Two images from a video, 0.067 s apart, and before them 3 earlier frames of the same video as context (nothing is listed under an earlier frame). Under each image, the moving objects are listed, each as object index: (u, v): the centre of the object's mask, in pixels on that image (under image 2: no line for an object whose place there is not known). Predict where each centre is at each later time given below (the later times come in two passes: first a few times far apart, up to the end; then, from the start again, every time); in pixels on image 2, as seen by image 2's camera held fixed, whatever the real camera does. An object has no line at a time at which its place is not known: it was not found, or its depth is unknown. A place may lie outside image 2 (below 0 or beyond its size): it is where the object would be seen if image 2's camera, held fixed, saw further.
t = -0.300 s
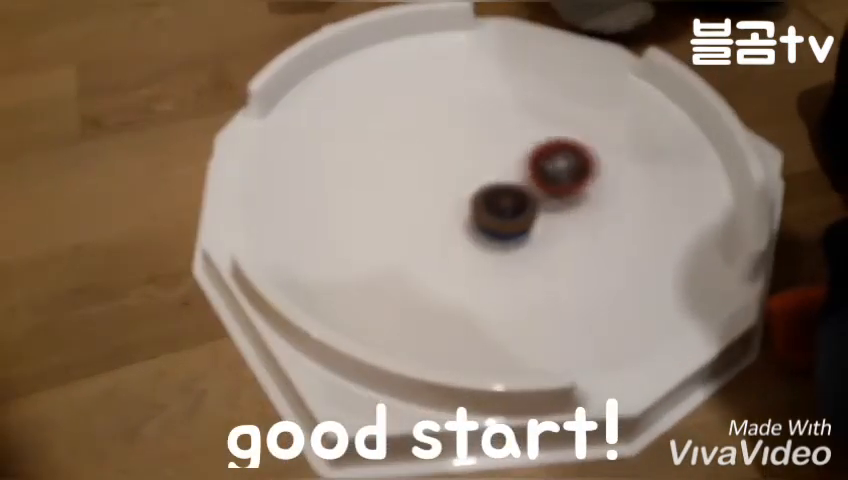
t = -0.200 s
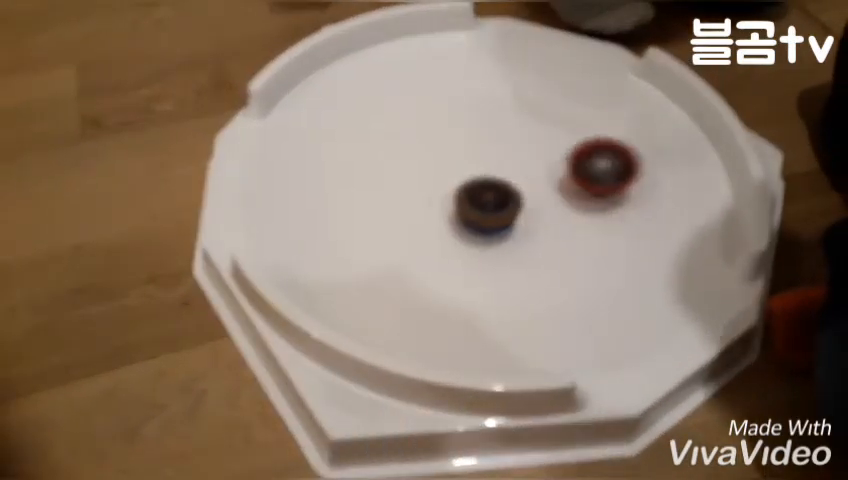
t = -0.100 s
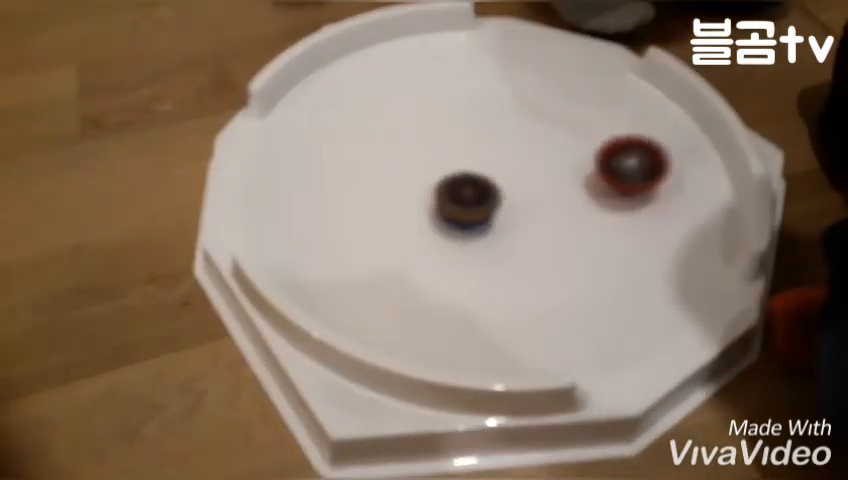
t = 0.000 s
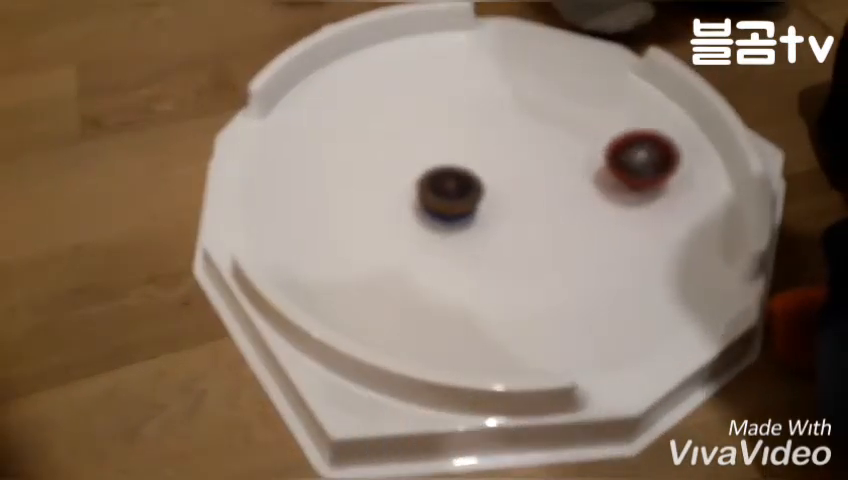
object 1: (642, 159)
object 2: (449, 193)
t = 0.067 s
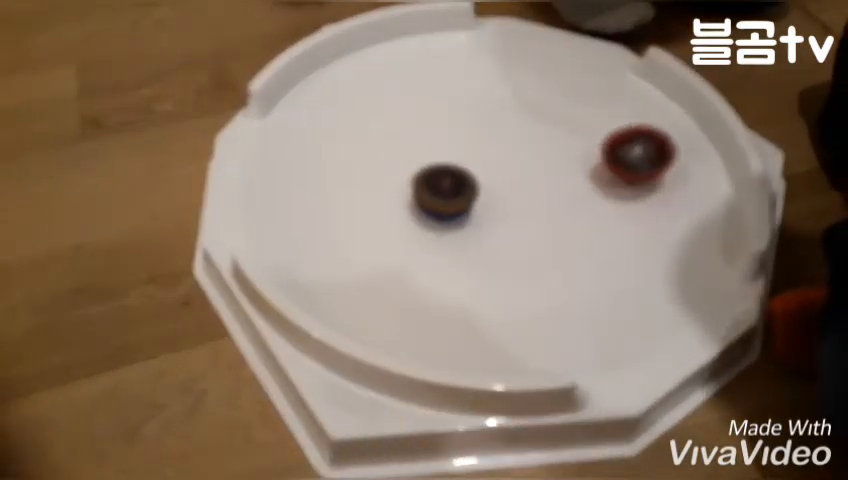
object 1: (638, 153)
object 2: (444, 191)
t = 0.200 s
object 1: (629, 148)
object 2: (431, 186)
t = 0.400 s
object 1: (608, 162)
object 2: (435, 188)
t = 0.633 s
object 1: (557, 191)
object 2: (468, 176)
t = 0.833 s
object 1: (520, 216)
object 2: (481, 159)
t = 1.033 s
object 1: (488, 233)
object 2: (489, 150)
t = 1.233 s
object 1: (466, 235)
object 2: (495, 146)
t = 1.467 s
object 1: (437, 217)
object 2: (494, 171)
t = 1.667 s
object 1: (420, 191)
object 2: (508, 180)
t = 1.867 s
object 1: (408, 162)
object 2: (522, 181)
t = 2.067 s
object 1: (408, 140)
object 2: (518, 178)
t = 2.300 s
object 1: (422, 120)
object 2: (510, 179)
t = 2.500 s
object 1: (443, 115)
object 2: (495, 182)
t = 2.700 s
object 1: (470, 116)
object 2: (474, 178)
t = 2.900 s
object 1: (512, 109)
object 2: (458, 181)
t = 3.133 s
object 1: (554, 93)
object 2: (453, 194)
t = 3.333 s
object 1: (574, 96)
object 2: (455, 193)
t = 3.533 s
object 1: (584, 112)
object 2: (461, 186)
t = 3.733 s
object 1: (586, 139)
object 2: (471, 175)
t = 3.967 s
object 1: (569, 175)
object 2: (493, 168)
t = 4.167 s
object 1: (575, 204)
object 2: (495, 165)
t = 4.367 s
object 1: (561, 221)
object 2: (499, 166)
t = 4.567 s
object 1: (528, 227)
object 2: (500, 169)
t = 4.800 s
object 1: (476, 226)
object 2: (500, 163)
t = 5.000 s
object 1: (438, 230)
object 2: (503, 149)
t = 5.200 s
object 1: (411, 218)
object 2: (509, 145)
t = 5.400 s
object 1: (401, 195)
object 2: (514, 151)
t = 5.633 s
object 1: (407, 166)
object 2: (509, 165)
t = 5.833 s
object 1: (420, 138)
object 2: (500, 178)
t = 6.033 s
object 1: (431, 112)
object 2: (500, 189)
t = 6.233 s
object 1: (456, 103)
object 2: (492, 185)
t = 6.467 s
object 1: (493, 112)
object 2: (487, 174)
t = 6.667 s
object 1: (532, 124)
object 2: (483, 173)
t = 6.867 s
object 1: (563, 145)
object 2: (474, 177)
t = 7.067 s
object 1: (573, 168)
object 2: (471, 175)
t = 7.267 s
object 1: (559, 192)
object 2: (475, 174)
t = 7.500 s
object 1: (539, 225)
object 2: (481, 168)
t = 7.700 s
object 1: (518, 236)
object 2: (488, 171)
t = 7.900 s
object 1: (489, 224)
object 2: (489, 174)
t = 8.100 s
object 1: (456, 208)
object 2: (502, 167)
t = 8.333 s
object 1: (437, 181)
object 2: (521, 160)
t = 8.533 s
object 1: (448, 158)
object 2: (516, 173)
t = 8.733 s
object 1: (438, 105)
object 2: (512, 227)
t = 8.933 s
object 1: (455, 89)
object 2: (531, 260)
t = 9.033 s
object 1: (467, 90)
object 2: (533, 264)
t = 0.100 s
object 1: (635, 151)
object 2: (441, 191)
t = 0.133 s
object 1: (632, 149)
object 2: (437, 189)
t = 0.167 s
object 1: (630, 148)
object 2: (433, 188)
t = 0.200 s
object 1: (629, 148)
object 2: (431, 186)
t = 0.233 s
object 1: (627, 148)
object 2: (431, 184)
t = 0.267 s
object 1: (625, 150)
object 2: (432, 184)
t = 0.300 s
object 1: (621, 152)
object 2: (433, 184)
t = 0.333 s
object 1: (618, 155)
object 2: (435, 186)
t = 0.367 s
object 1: (614, 159)
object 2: (436, 187)
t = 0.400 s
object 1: (608, 162)
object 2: (435, 188)
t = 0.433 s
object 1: (603, 166)
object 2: (435, 186)
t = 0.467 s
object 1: (596, 170)
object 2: (438, 183)
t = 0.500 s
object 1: (589, 174)
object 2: (443, 181)
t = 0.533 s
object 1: (581, 178)
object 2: (450, 179)
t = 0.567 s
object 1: (573, 182)
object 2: (457, 177)
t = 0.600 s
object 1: (565, 187)
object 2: (463, 176)
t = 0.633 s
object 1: (557, 191)
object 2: (468, 176)
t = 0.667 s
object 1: (549, 194)
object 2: (470, 175)
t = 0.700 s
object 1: (543, 198)
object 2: (471, 175)
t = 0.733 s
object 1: (537, 202)
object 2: (471, 172)
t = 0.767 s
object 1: (531, 207)
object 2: (472, 168)
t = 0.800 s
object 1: (526, 211)
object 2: (476, 164)
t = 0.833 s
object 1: (520, 216)
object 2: (481, 159)
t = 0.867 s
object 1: (514, 220)
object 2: (484, 156)
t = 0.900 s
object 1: (507, 223)
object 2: (488, 153)
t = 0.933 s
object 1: (502, 226)
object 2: (490, 151)
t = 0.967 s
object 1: (496, 229)
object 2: (491, 151)
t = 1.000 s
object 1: (492, 231)
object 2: (491, 151)
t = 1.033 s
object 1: (488, 233)
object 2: (489, 150)
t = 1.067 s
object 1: (484, 234)
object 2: (485, 149)
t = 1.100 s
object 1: (482, 234)
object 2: (483, 146)
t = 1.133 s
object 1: (478, 235)
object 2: (483, 144)
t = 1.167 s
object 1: (474, 235)
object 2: (486, 142)
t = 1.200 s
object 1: (470, 235)
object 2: (490, 143)
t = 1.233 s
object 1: (466, 235)
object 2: (495, 146)
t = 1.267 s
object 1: (463, 233)
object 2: (500, 148)
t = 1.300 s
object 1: (459, 231)
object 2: (503, 152)
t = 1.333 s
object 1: (454, 229)
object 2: (505, 157)
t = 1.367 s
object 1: (450, 226)
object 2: (504, 161)
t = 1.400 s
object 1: (445, 223)
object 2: (501, 166)
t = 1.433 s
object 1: (441, 220)
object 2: (498, 169)
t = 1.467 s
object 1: (437, 217)
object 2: (494, 171)
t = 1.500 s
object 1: (434, 213)
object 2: (492, 170)
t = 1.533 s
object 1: (431, 208)
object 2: (492, 170)
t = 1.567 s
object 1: (428, 204)
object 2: (495, 171)
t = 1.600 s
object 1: (426, 201)
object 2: (498, 174)
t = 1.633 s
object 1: (422, 196)
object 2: (503, 178)
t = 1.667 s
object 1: (420, 191)
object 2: (508, 180)
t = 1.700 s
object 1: (418, 187)
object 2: (513, 181)
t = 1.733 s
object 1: (416, 181)
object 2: (517, 181)
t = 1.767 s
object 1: (414, 176)
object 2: (521, 181)
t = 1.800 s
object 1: (412, 171)
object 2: (523, 181)
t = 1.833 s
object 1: (410, 166)
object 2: (523, 180)
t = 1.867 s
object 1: (408, 162)
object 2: (522, 181)
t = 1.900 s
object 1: (407, 158)
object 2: (522, 180)
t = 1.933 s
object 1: (406, 154)
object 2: (521, 180)
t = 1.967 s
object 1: (407, 150)
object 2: (520, 180)
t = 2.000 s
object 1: (407, 147)
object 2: (519, 180)
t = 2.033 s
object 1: (408, 143)
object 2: (518, 179)
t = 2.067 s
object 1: (408, 140)
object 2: (518, 178)
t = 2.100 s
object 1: (409, 136)
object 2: (516, 178)
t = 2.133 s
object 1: (411, 133)
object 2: (516, 179)
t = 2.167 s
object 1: (412, 130)
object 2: (515, 178)
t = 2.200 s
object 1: (414, 127)
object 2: (514, 179)
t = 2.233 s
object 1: (416, 124)
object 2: (513, 179)
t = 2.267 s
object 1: (419, 122)
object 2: (512, 179)
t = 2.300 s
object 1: (422, 120)
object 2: (510, 179)
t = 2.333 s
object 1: (425, 118)
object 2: (509, 180)
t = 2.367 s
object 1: (428, 117)
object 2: (507, 181)
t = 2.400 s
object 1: (432, 116)
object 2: (505, 181)
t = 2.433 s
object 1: (435, 116)
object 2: (502, 181)
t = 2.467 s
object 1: (439, 115)
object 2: (499, 181)
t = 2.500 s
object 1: (443, 115)
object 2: (495, 182)
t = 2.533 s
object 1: (447, 115)
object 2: (492, 181)
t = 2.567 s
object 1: (451, 114)
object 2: (488, 182)
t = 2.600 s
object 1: (456, 114)
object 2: (485, 180)
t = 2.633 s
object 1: (461, 115)
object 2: (481, 179)
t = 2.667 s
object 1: (465, 116)
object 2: (478, 178)
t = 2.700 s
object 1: (470, 116)
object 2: (474, 178)
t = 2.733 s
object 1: (475, 117)
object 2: (472, 177)
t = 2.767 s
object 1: (480, 119)
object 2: (470, 177)
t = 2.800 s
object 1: (485, 119)
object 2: (469, 175)
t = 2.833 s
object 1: (491, 120)
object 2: (467, 174)
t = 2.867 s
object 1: (502, 114)
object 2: (462, 177)
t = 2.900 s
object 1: (512, 109)
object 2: (458, 181)
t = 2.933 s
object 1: (520, 104)
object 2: (455, 184)
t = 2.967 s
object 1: (528, 101)
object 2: (454, 186)
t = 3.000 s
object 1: (533, 100)
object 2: (453, 188)
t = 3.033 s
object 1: (539, 98)
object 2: (452, 190)
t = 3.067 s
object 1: (545, 96)
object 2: (453, 191)
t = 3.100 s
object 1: (549, 95)
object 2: (453, 193)
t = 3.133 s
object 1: (554, 93)
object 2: (453, 194)
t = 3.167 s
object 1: (558, 92)
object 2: (453, 195)
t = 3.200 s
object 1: (563, 92)
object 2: (453, 195)
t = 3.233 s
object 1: (566, 93)
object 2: (453, 195)
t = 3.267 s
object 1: (569, 93)
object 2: (453, 194)
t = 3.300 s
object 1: (572, 94)
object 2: (454, 194)
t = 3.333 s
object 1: (574, 96)
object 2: (455, 193)
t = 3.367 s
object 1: (576, 99)
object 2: (455, 192)
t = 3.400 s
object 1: (579, 100)
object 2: (456, 191)
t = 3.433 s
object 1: (580, 103)
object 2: (457, 190)
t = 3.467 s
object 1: (582, 105)
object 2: (458, 189)
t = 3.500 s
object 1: (582, 109)
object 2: (459, 187)
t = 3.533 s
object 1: (584, 112)
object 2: (461, 186)
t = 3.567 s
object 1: (585, 116)
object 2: (462, 184)
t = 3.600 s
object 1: (586, 120)
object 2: (463, 182)
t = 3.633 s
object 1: (586, 124)
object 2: (465, 180)
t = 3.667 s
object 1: (586, 129)
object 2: (467, 179)
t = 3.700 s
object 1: (586, 134)
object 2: (469, 177)
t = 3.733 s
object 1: (586, 139)
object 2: (471, 175)
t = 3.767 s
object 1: (584, 144)
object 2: (474, 173)
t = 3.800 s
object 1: (583, 149)
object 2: (477, 172)
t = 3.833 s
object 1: (580, 155)
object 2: (480, 171)
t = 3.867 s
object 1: (577, 160)
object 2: (483, 170)
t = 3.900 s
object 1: (574, 166)
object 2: (487, 170)
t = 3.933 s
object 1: (572, 171)
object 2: (490, 169)
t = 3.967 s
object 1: (569, 175)
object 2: (493, 168)
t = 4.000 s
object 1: (571, 181)
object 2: (493, 168)
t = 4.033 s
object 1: (574, 187)
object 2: (493, 166)
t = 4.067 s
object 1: (575, 192)
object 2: (493, 165)
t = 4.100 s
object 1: (576, 196)
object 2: (494, 165)
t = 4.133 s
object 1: (576, 200)
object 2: (495, 165)
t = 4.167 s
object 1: (575, 204)
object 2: (495, 165)
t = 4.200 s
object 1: (574, 208)
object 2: (496, 165)
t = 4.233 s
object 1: (573, 211)
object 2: (497, 165)
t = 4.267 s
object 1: (571, 214)
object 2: (497, 165)
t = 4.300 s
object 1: (568, 217)
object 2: (498, 166)
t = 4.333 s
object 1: (565, 219)
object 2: (498, 166)
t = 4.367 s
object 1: (561, 221)
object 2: (499, 166)
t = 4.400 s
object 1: (557, 223)
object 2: (499, 166)
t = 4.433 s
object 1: (551, 225)
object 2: (500, 167)
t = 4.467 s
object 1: (547, 226)
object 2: (500, 168)
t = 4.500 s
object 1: (541, 227)
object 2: (501, 168)
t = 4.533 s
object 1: (534, 227)
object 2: (501, 168)
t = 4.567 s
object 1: (528, 227)
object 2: (500, 169)
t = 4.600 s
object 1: (522, 226)
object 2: (500, 169)
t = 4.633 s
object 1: (516, 225)
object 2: (498, 170)
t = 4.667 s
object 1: (510, 224)
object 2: (497, 169)
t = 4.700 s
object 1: (503, 222)
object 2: (498, 169)
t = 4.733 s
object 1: (496, 220)
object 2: (496, 169)
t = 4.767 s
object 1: (487, 222)
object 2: (497, 168)
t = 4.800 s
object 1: (476, 226)
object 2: (500, 163)
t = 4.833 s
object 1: (467, 229)
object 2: (500, 160)
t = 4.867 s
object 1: (460, 231)
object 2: (500, 158)
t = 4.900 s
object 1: (453, 232)
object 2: (500, 156)
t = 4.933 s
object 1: (448, 232)
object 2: (501, 153)
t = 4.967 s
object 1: (443, 232)
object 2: (502, 151)
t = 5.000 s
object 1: (438, 230)
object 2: (503, 149)
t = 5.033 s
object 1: (433, 229)
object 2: (504, 147)
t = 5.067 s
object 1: (429, 227)
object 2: (506, 146)
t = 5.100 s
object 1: (424, 225)
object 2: (506, 144)
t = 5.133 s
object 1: (420, 223)
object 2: (508, 145)
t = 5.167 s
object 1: (415, 220)
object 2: (509, 144)
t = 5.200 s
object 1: (411, 218)
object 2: (509, 145)
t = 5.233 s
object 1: (408, 215)
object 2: (510, 146)
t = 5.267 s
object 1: (406, 211)
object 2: (511, 146)
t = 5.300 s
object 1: (404, 208)
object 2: (512, 148)
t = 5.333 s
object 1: (403, 203)
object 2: (512, 148)
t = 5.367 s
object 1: (402, 199)
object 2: (513, 150)
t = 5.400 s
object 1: (401, 195)
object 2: (514, 151)
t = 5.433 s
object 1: (400, 190)
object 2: (513, 153)
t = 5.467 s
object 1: (400, 186)
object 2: (514, 155)
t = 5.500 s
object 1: (400, 181)
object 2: (514, 157)
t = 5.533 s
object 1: (401, 177)
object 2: (512, 159)
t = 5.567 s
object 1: (402, 174)
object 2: (512, 161)
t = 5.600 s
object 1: (404, 170)
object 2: (510, 163)
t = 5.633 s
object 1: (407, 166)
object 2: (509, 165)
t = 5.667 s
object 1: (411, 162)
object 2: (506, 167)
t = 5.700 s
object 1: (414, 158)
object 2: (503, 169)
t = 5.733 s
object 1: (418, 155)
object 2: (500, 171)
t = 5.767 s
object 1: (422, 152)
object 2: (498, 173)
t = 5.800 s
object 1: (424, 146)
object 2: (498, 174)
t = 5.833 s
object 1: (420, 138)
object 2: (500, 178)
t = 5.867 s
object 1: (419, 131)
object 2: (503, 182)
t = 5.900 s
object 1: (421, 126)
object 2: (505, 185)
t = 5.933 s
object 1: (423, 122)
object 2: (504, 187)
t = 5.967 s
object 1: (425, 118)
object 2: (504, 188)
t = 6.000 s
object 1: (428, 115)
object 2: (501, 189)
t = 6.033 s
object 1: (431, 112)
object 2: (500, 189)
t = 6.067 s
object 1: (434, 110)
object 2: (498, 189)
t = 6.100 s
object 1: (438, 108)
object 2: (498, 188)
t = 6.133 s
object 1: (442, 106)
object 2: (495, 188)
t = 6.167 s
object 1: (447, 105)
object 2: (495, 188)
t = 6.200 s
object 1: (451, 104)
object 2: (492, 186)
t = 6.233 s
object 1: (456, 103)
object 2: (492, 185)
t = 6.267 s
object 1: (462, 104)
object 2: (490, 182)
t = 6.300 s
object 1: (467, 104)
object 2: (490, 181)
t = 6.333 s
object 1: (472, 104)
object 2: (488, 180)
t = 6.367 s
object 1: (478, 105)
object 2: (489, 179)
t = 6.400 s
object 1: (483, 107)
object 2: (487, 177)
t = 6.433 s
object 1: (488, 110)
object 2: (488, 176)
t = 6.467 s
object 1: (493, 112)
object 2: (487, 174)
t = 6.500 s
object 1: (499, 114)
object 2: (488, 174)
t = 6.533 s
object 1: (505, 117)
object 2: (487, 174)
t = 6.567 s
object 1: (510, 118)
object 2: (489, 172)
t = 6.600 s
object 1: (516, 120)
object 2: (487, 172)
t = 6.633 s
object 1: (523, 122)
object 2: (485, 172)
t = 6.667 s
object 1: (532, 124)
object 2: (483, 173)
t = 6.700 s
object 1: (539, 128)
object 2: (480, 174)
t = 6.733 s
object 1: (545, 131)
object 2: (479, 175)
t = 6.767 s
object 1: (550, 135)
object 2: (476, 175)
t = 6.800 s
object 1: (555, 138)
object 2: (476, 177)
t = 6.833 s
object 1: (559, 142)
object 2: (474, 177)
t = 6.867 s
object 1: (563, 145)
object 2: (474, 177)
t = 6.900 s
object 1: (566, 148)
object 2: (472, 177)
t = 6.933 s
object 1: (569, 152)
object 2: (472, 177)
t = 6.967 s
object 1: (570, 156)
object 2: (471, 177)
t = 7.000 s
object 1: (572, 160)
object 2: (471, 176)
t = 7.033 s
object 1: (573, 164)
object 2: (471, 177)
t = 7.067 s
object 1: (573, 168)
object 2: (471, 175)
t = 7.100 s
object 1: (572, 172)
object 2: (471, 176)
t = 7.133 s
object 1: (571, 177)
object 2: (472, 175)
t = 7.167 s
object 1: (569, 181)
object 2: (472, 174)
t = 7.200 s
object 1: (567, 185)
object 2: (474, 175)
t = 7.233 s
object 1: (563, 188)
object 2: (473, 173)
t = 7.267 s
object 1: (559, 192)
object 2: (475, 174)
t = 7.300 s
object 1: (554, 195)
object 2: (476, 174)
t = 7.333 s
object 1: (549, 199)
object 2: (476, 174)
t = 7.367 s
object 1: (544, 203)
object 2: (478, 175)
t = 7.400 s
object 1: (543, 209)
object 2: (476, 173)
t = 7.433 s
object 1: (543, 215)
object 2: (478, 171)
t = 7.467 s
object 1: (542, 220)
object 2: (480, 170)
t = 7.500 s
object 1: (539, 225)
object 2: (481, 168)
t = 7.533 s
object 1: (536, 229)
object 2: (483, 169)
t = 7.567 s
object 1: (533, 233)
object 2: (485, 169)
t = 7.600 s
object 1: (530, 235)
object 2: (486, 168)
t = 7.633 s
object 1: (527, 236)
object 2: (488, 170)
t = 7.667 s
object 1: (523, 236)
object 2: (487, 170)
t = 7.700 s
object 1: (518, 236)
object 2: (488, 171)
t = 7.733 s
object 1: (514, 235)
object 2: (489, 172)
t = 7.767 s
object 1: (509, 232)
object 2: (488, 173)
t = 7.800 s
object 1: (505, 231)
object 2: (489, 175)
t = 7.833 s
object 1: (500, 228)
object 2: (489, 175)
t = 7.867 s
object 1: (495, 226)
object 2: (489, 175)
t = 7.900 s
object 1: (489, 224)
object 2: (489, 174)
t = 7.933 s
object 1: (484, 222)
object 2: (490, 171)
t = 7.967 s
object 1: (479, 220)
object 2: (489, 169)
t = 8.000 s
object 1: (475, 217)
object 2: (491, 169)
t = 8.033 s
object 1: (471, 214)
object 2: (493, 168)
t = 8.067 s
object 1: (465, 211)
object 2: (496, 167)
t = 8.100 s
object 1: (456, 208)
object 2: (502, 167)
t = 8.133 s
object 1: (450, 205)
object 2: (505, 163)
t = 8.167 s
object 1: (446, 202)
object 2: (508, 158)
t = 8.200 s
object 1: (443, 197)
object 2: (511, 157)
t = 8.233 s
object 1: (440, 193)
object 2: (515, 159)
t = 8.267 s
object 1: (439, 188)
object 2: (516, 159)
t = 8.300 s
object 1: (438, 184)
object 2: (519, 159)
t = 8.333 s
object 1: (437, 181)
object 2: (521, 160)
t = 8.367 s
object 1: (438, 176)
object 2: (521, 163)
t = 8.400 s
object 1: (439, 172)
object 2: (520, 165)
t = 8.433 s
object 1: (441, 168)
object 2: (521, 168)
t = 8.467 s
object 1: (443, 165)
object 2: (521, 169)
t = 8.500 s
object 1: (446, 161)
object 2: (517, 172)
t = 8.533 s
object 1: (448, 158)
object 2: (516, 173)
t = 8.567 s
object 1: (448, 151)
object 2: (514, 179)
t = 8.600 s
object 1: (442, 139)
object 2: (515, 187)
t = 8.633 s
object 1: (440, 127)
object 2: (514, 198)
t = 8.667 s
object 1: (439, 118)
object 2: (512, 208)
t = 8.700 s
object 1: (438, 111)
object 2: (510, 218)
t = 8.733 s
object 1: (438, 105)
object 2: (512, 227)
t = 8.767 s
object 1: (440, 100)
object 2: (513, 234)
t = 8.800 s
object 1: (441, 97)
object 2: (516, 242)
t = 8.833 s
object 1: (444, 93)
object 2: (519, 249)
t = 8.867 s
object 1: (447, 92)
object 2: (523, 253)
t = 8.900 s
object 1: (451, 90)
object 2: (528, 256)
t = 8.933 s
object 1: (455, 89)
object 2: (531, 260)
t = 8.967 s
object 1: (459, 89)
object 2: (533, 262)
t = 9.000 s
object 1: (463, 90)
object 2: (533, 263)
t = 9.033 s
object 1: (467, 90)
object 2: (533, 264)
